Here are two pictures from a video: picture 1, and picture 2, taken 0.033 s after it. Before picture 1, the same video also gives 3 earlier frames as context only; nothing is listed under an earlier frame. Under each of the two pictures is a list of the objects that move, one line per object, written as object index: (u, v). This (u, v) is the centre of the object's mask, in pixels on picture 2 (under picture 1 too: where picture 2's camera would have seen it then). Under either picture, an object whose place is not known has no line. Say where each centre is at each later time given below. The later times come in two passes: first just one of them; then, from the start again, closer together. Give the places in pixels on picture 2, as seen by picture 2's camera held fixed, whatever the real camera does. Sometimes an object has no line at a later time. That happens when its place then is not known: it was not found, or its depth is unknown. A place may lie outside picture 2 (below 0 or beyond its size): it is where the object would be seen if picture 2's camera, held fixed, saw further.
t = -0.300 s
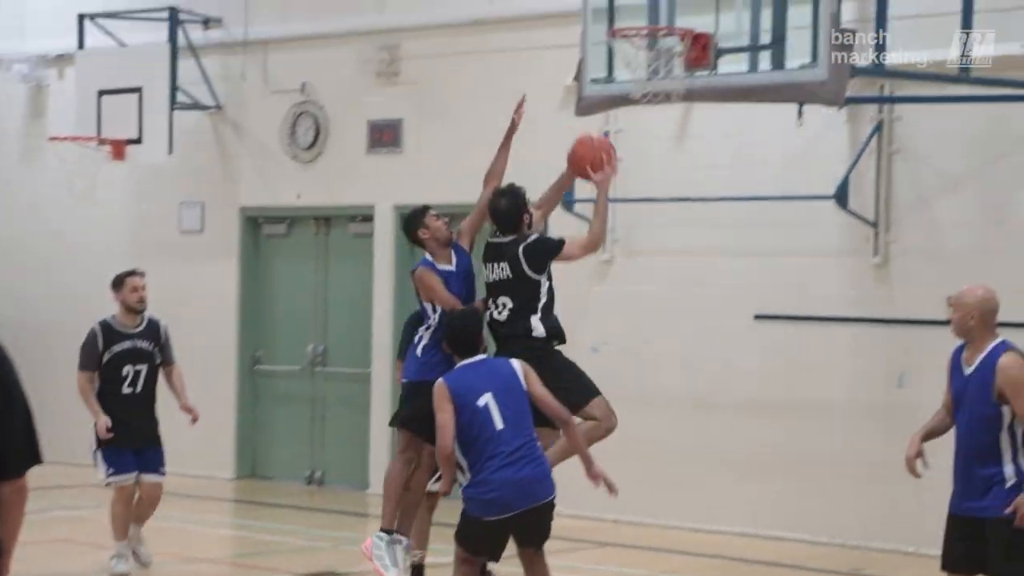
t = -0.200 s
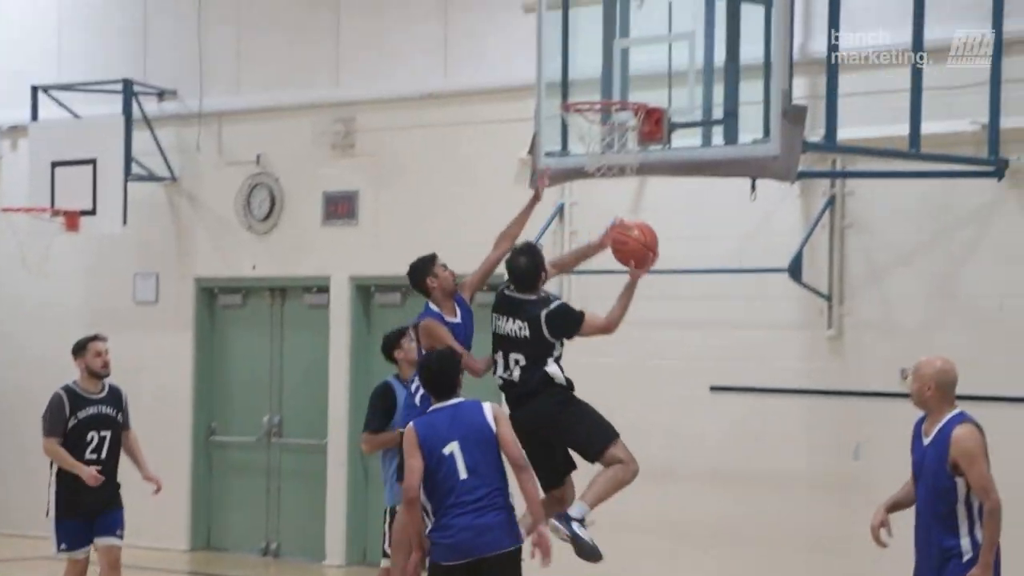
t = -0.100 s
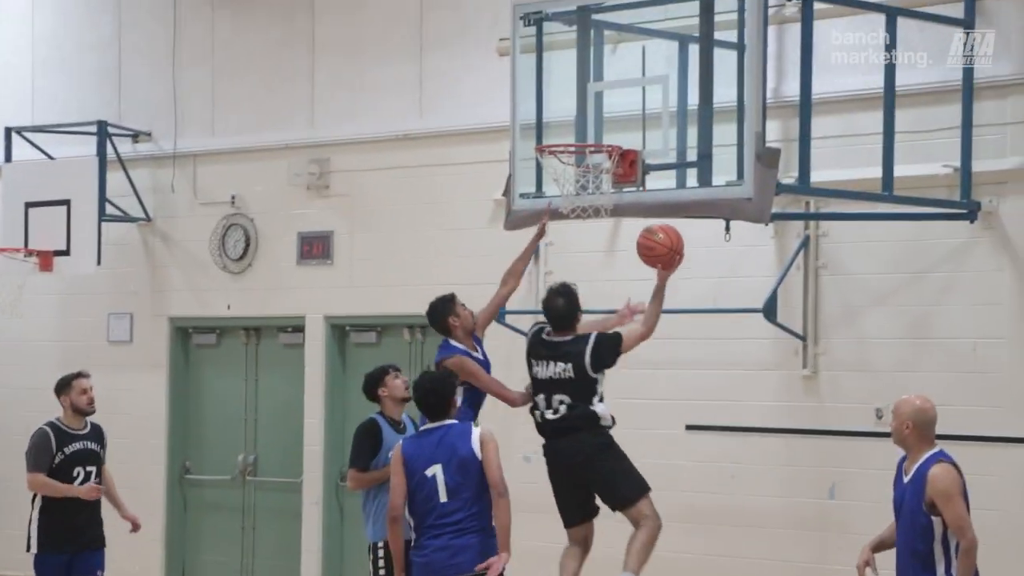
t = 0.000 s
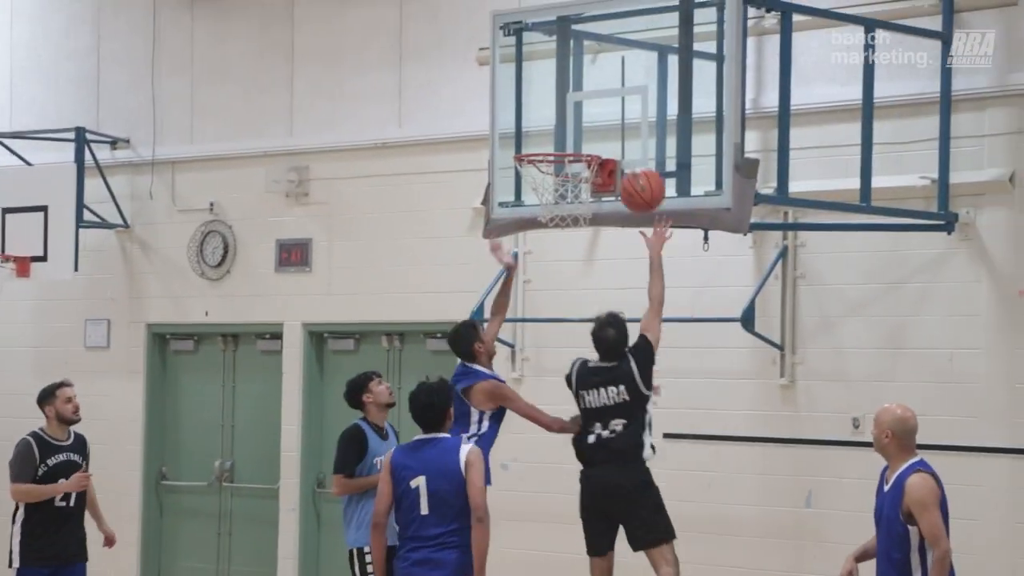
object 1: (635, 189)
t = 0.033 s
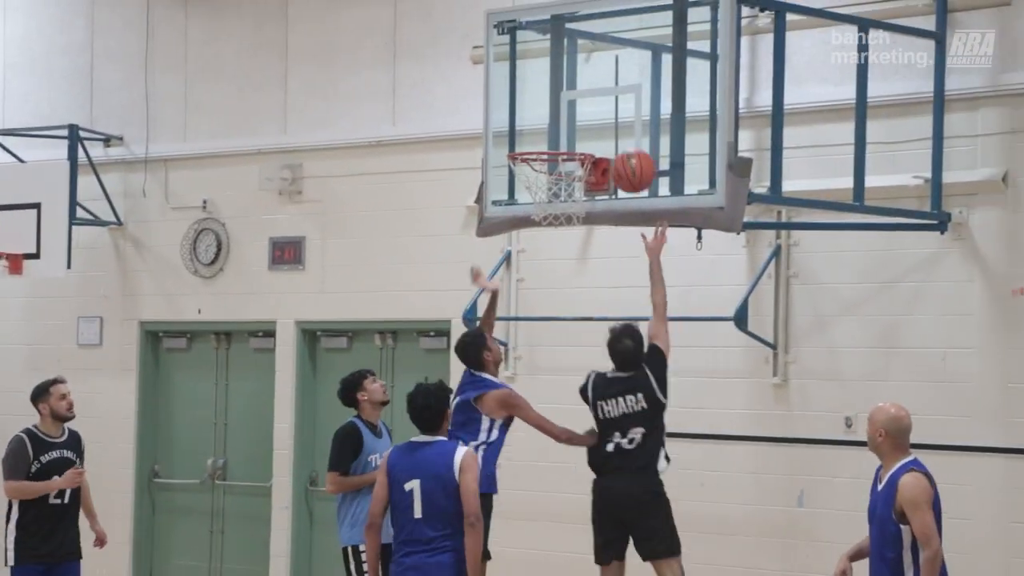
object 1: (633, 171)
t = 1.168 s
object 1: (529, 254)
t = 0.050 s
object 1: (632, 163)
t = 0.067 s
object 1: (631, 155)
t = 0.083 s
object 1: (630, 148)
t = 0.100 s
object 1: (629, 141)
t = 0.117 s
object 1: (629, 135)
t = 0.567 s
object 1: (528, 148)
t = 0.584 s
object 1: (535, 148)
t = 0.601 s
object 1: (541, 149)
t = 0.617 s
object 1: (548, 150)
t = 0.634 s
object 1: (555, 152)
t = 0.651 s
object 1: (560, 155)
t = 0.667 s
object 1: (567, 157)
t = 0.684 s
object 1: (570, 159)
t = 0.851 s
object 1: (541, 189)
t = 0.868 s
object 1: (540, 190)
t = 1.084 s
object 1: (532, 221)
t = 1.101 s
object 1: (532, 227)
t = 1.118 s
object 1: (531, 233)
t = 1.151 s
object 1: (529, 247)
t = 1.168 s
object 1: (529, 254)
